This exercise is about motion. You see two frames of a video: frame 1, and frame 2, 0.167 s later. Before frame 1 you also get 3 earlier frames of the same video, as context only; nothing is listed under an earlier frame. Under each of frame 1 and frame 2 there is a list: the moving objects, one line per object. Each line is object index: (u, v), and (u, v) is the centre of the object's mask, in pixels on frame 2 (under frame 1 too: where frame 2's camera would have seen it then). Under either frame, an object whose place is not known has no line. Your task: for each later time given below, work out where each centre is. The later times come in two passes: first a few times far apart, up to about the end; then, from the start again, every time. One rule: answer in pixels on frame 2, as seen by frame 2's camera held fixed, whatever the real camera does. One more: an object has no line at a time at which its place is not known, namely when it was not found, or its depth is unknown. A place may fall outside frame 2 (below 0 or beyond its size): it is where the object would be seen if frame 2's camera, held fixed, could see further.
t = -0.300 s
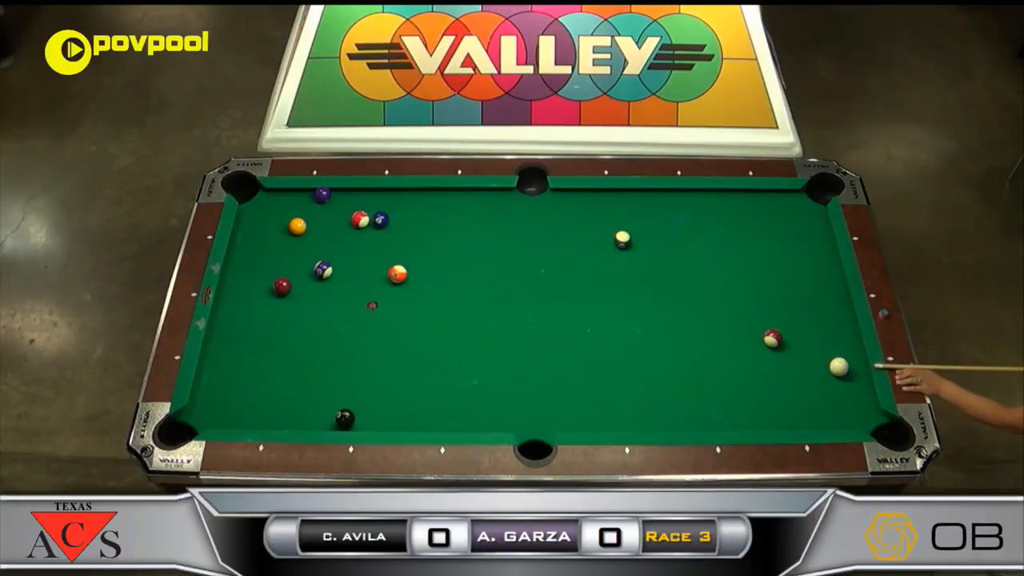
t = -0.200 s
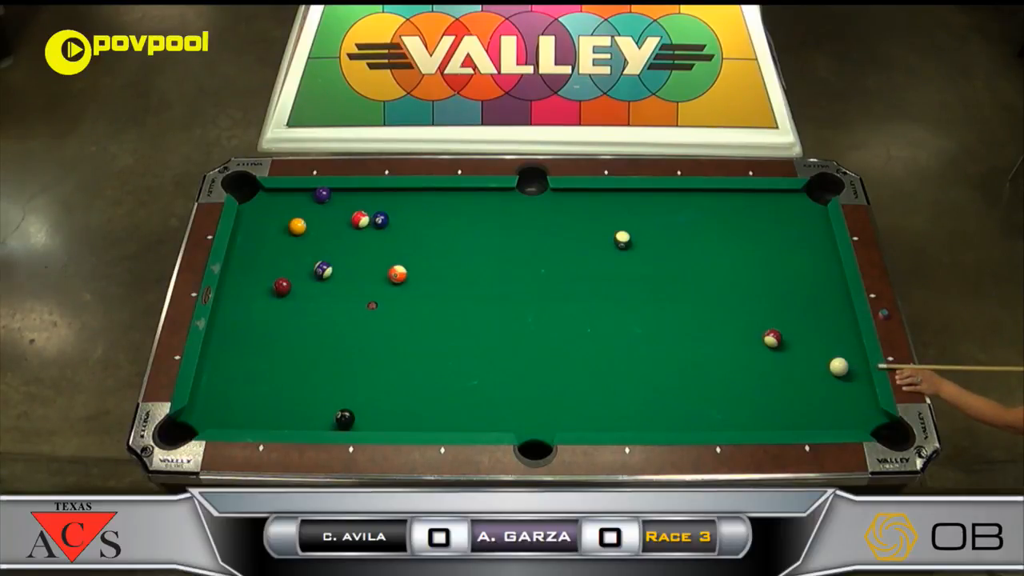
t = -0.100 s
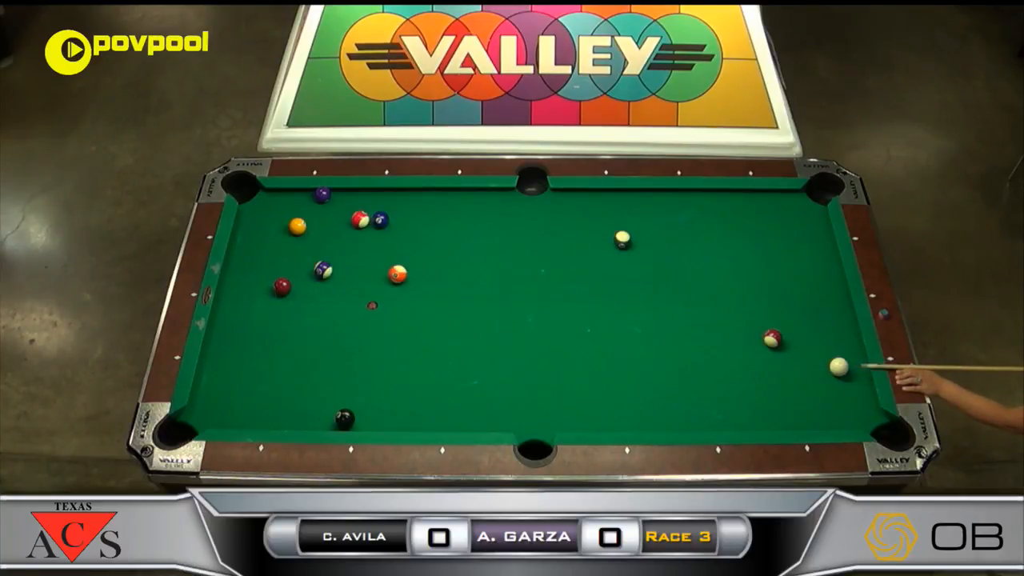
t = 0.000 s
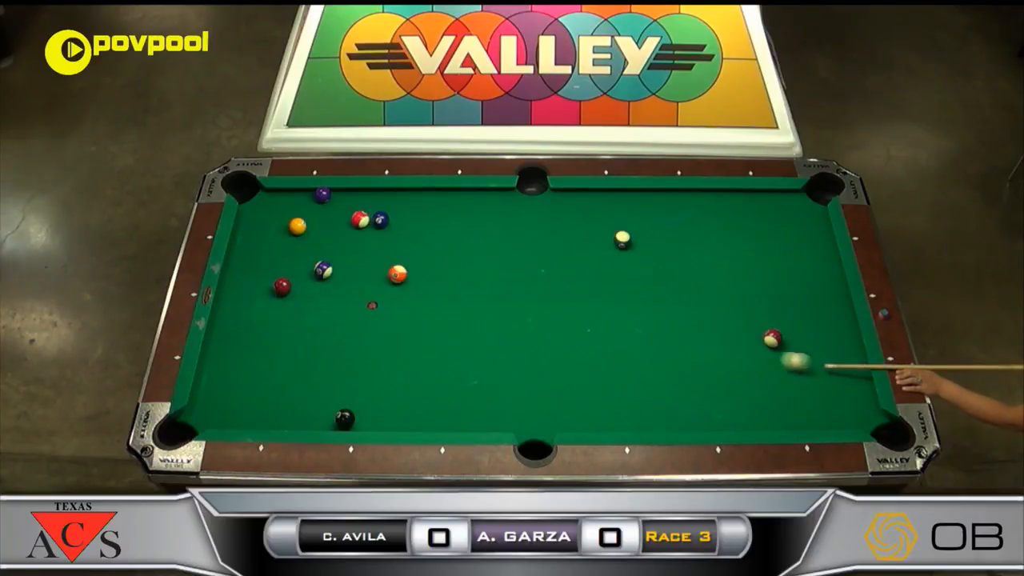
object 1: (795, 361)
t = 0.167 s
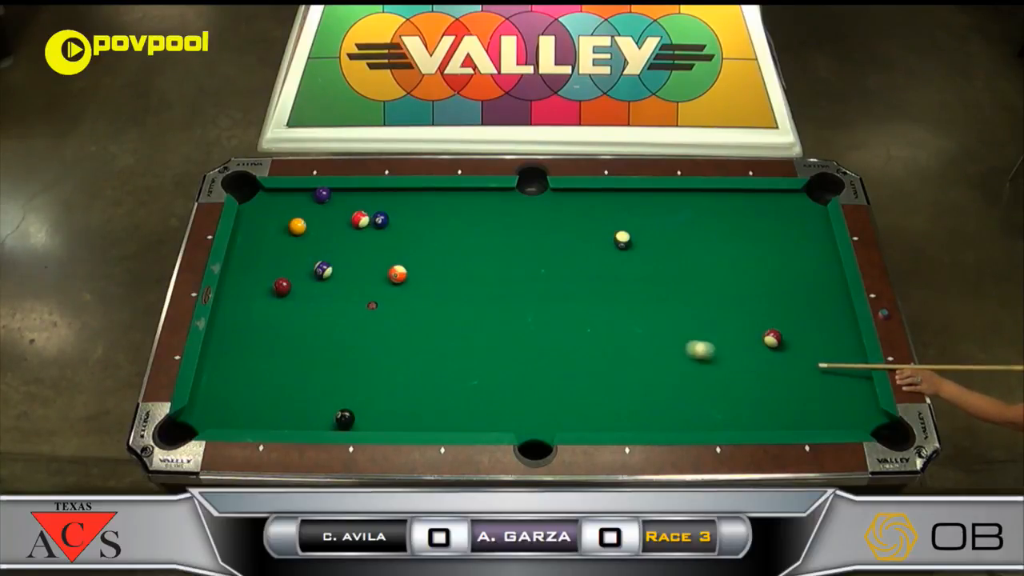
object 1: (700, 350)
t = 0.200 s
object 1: (681, 348)
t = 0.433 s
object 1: (553, 332)
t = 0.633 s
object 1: (446, 319)
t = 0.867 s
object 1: (328, 303)
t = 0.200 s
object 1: (681, 348)
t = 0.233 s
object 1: (663, 345)
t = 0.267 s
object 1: (644, 343)
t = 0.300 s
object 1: (626, 341)
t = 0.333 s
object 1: (608, 339)
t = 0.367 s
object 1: (589, 336)
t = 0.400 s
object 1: (571, 334)
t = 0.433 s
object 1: (553, 332)
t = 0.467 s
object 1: (535, 330)
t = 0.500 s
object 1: (517, 328)
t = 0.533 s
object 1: (499, 326)
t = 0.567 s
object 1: (481, 323)
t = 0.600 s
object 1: (464, 321)
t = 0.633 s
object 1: (446, 319)
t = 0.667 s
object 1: (429, 317)
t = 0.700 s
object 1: (412, 314)
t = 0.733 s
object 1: (395, 312)
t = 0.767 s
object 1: (378, 310)
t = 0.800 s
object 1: (362, 307)
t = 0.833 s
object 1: (345, 305)
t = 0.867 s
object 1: (328, 303)
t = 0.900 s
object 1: (312, 301)
